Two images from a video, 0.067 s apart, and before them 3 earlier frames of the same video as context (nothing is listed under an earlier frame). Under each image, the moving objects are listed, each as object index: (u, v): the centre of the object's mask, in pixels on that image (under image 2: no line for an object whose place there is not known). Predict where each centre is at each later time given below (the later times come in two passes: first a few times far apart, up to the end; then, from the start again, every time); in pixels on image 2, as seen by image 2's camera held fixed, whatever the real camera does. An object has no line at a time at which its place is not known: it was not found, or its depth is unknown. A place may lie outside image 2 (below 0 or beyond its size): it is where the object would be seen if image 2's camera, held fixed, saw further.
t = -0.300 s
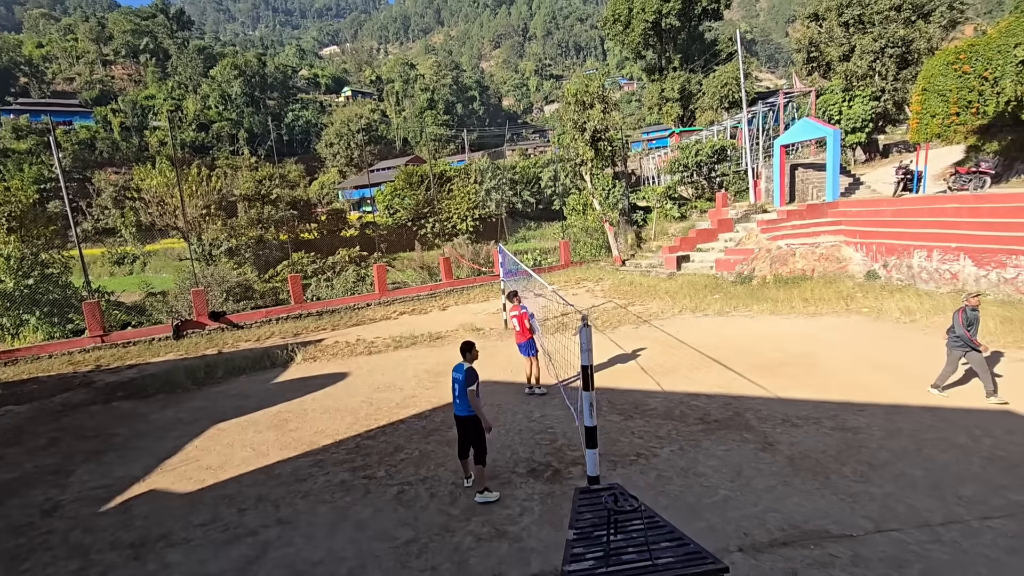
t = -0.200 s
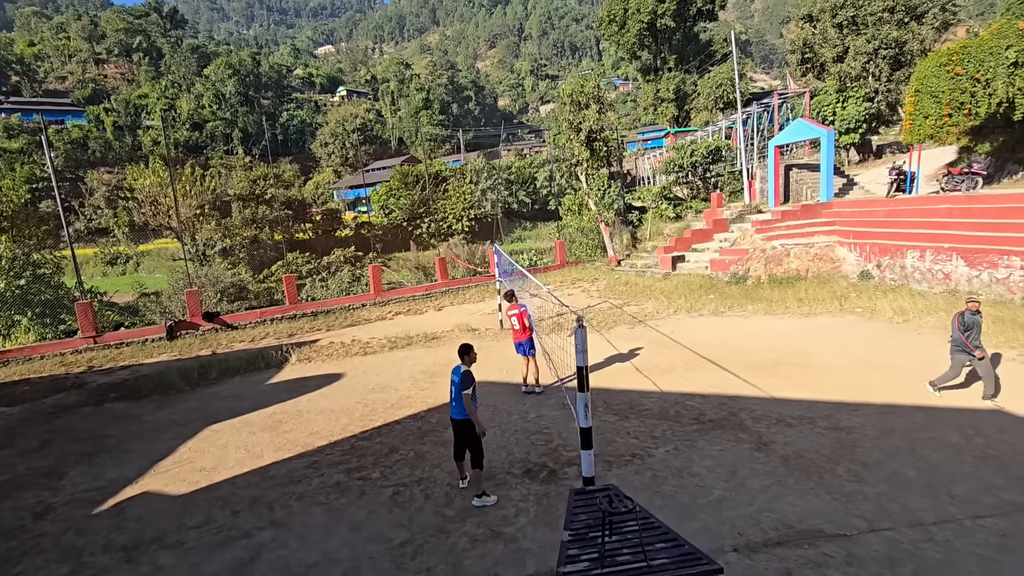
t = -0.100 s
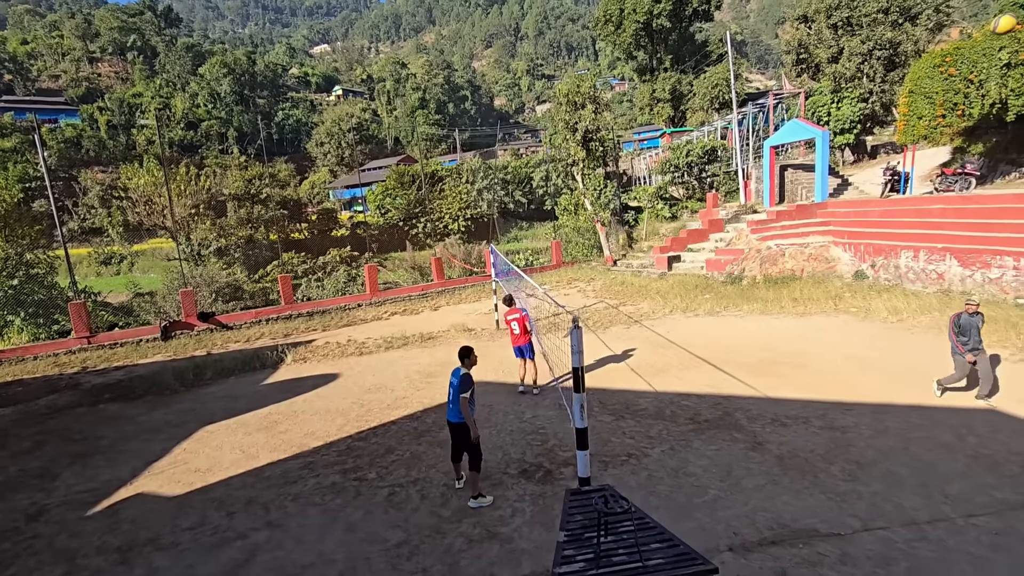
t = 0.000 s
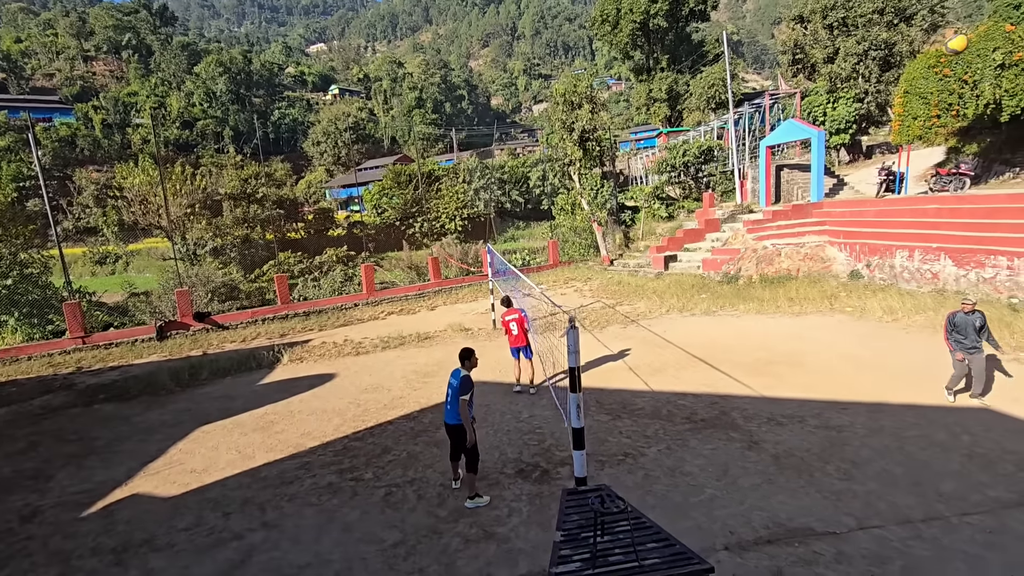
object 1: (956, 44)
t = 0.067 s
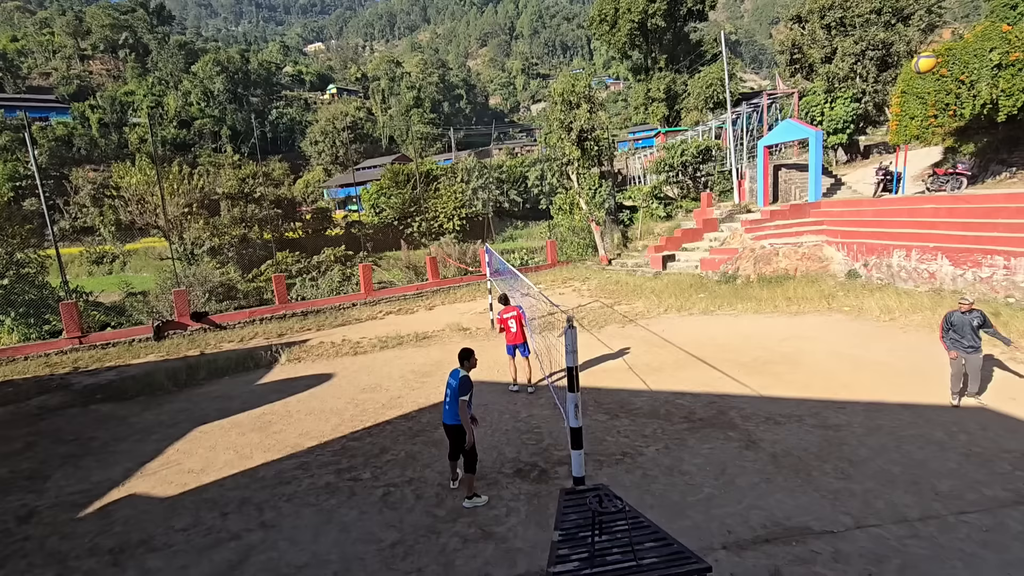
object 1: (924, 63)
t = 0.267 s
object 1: (838, 140)
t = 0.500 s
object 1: (735, 273)
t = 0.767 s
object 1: (621, 471)
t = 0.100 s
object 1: (909, 73)
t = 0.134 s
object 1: (895, 85)
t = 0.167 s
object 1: (881, 97)
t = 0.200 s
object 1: (867, 111)
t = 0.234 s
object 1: (852, 125)
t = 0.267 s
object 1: (838, 140)
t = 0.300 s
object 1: (823, 157)
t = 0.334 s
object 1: (809, 174)
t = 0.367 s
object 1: (794, 192)
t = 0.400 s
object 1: (779, 211)
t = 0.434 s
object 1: (765, 231)
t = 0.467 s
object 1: (750, 252)
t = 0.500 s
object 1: (735, 273)
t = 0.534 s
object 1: (721, 296)
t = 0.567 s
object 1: (707, 319)
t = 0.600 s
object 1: (693, 342)
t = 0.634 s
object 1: (678, 367)
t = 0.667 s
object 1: (664, 392)
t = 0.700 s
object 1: (650, 417)
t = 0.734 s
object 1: (636, 444)
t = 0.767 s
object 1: (621, 471)
